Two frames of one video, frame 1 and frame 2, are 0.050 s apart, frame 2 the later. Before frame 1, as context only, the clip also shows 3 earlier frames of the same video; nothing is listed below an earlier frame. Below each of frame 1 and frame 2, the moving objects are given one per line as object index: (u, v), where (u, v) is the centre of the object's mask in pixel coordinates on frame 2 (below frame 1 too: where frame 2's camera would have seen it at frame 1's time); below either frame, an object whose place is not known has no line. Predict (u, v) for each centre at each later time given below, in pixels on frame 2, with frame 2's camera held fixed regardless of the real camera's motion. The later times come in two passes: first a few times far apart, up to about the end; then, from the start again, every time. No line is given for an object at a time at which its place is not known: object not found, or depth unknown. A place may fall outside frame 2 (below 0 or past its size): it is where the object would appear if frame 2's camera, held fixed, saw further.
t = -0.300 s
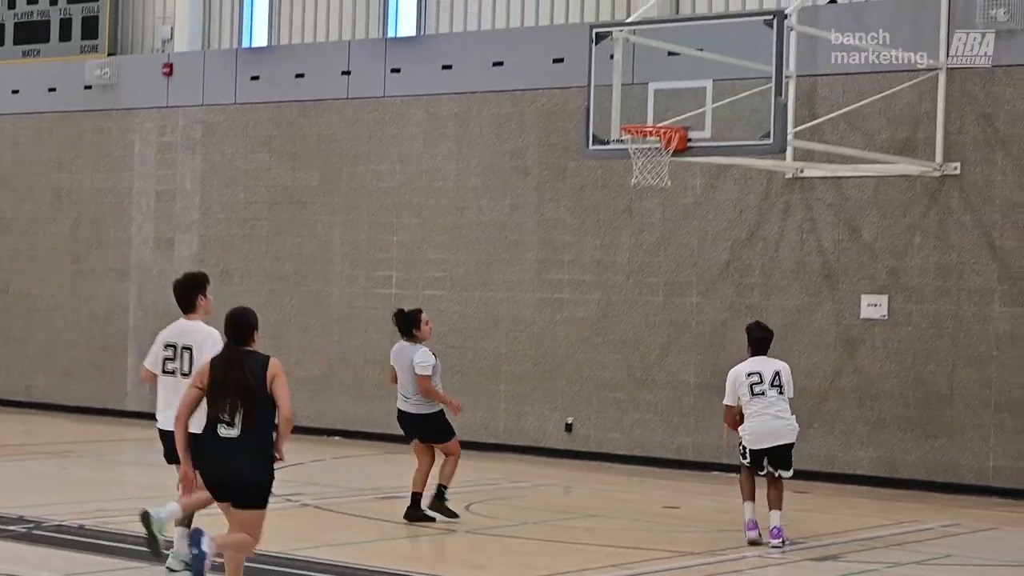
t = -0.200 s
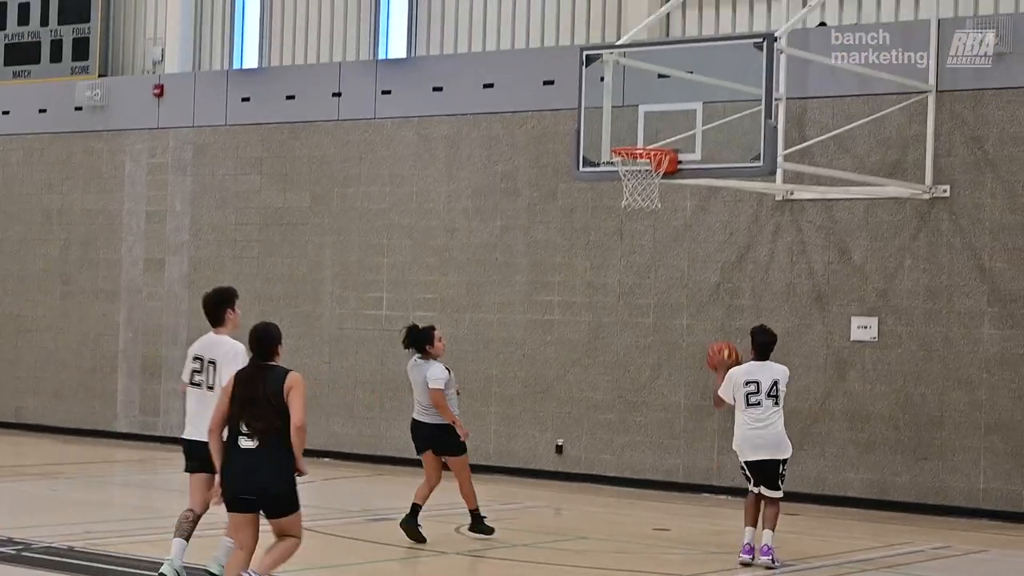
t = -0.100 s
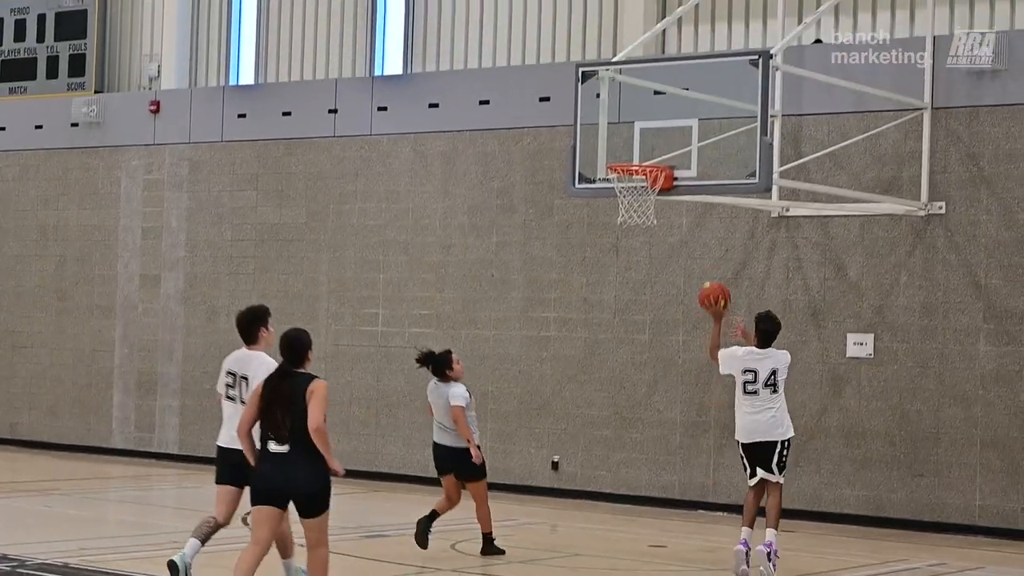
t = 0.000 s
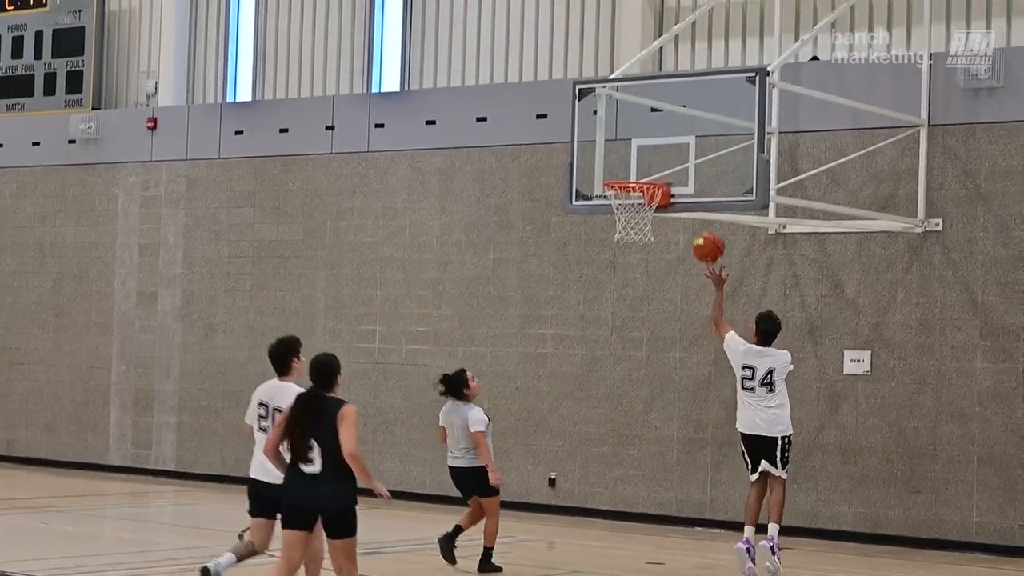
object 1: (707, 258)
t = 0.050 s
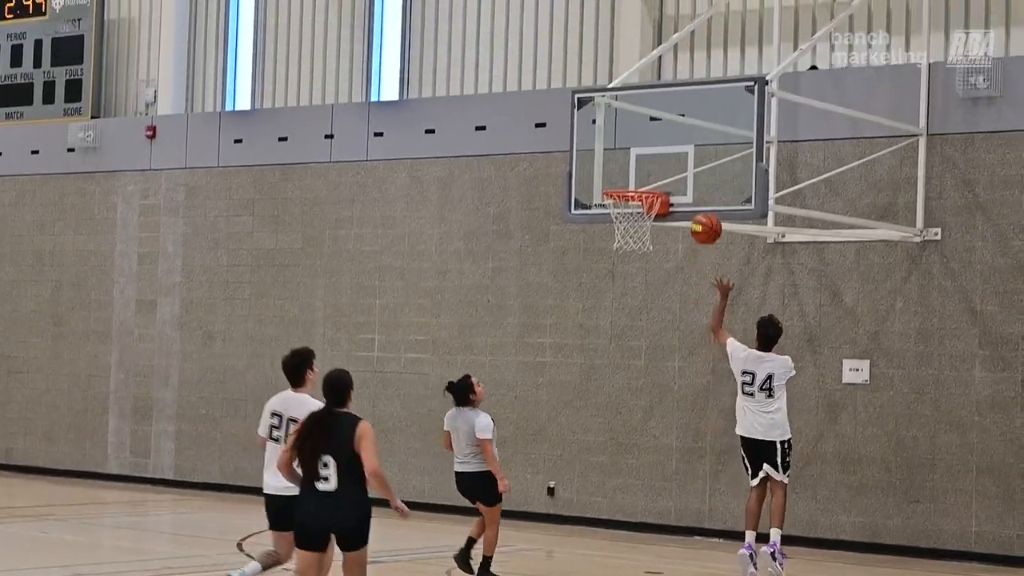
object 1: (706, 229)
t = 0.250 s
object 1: (699, 149)
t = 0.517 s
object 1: (683, 128)
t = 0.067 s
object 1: (705, 220)
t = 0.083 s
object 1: (705, 212)
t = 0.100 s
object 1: (704, 204)
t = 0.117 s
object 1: (704, 196)
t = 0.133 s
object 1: (703, 189)
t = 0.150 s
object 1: (703, 182)
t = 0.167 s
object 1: (702, 176)
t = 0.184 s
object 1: (702, 170)
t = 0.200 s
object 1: (701, 164)
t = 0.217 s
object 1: (701, 158)
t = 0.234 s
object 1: (700, 154)
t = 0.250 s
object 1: (699, 149)
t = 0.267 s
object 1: (699, 146)
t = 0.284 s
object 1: (698, 142)
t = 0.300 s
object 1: (697, 139)
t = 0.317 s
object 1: (697, 136)
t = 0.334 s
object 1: (696, 133)
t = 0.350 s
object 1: (695, 131)
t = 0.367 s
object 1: (694, 129)
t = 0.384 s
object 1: (693, 127)
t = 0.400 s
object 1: (692, 126)
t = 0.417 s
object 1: (692, 126)
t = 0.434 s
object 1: (691, 126)
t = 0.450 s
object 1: (690, 126)
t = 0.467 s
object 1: (689, 126)
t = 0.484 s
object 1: (688, 127)
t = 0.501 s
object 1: (685, 128)
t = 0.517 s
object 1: (683, 128)
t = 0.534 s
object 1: (680, 130)
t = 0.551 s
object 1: (677, 132)
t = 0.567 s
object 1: (674, 134)
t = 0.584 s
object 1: (672, 138)
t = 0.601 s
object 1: (669, 141)
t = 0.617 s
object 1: (666, 144)
